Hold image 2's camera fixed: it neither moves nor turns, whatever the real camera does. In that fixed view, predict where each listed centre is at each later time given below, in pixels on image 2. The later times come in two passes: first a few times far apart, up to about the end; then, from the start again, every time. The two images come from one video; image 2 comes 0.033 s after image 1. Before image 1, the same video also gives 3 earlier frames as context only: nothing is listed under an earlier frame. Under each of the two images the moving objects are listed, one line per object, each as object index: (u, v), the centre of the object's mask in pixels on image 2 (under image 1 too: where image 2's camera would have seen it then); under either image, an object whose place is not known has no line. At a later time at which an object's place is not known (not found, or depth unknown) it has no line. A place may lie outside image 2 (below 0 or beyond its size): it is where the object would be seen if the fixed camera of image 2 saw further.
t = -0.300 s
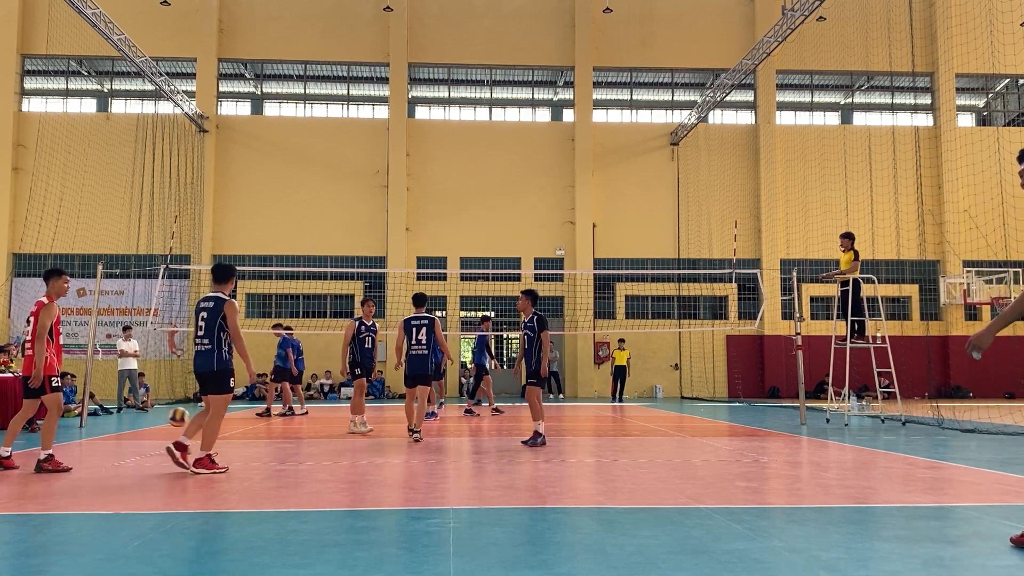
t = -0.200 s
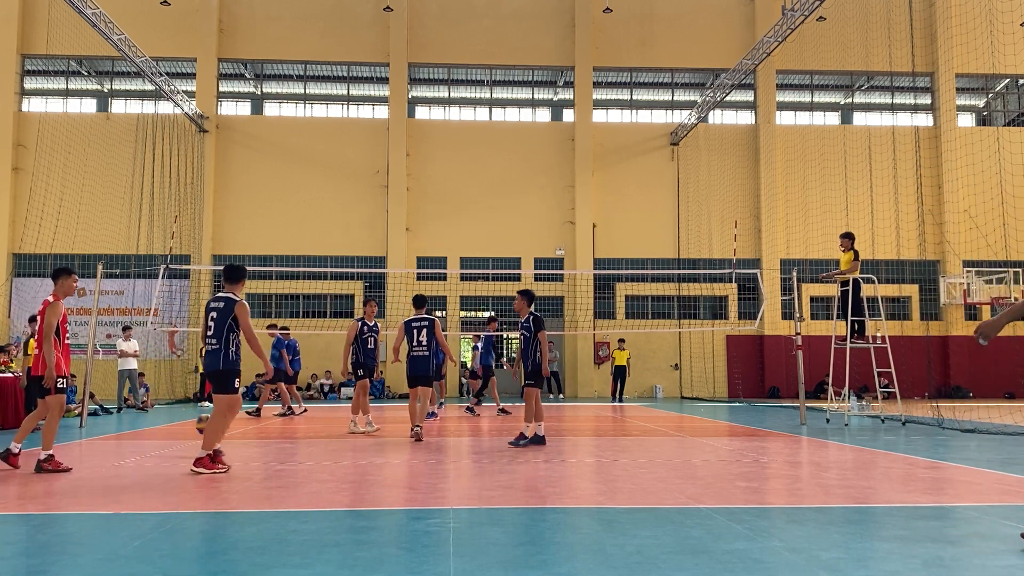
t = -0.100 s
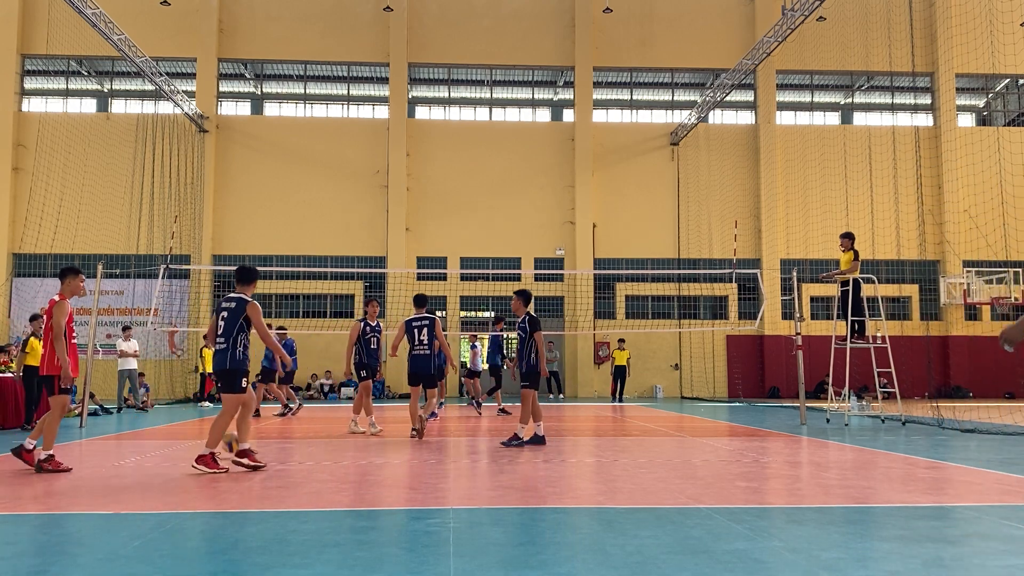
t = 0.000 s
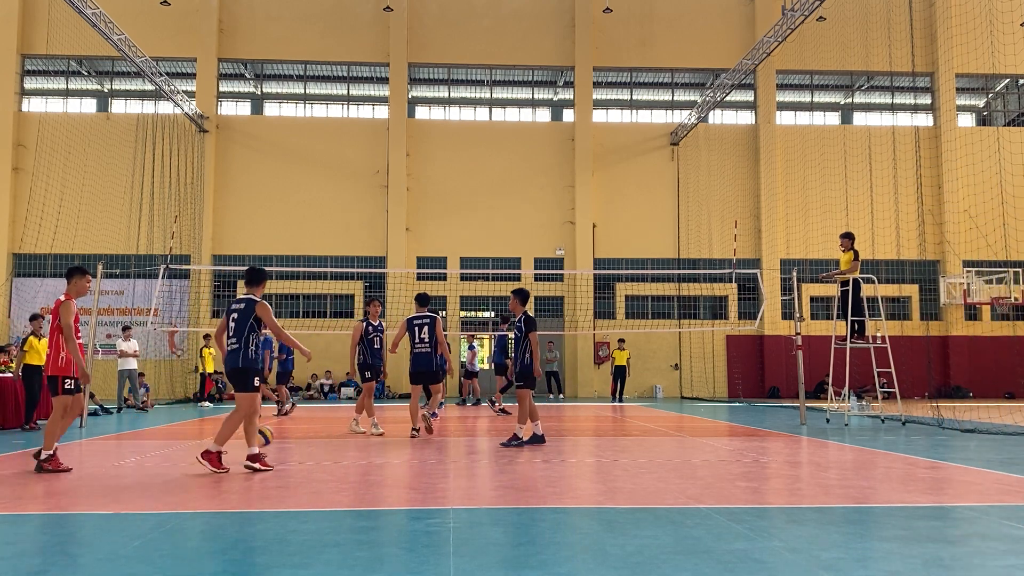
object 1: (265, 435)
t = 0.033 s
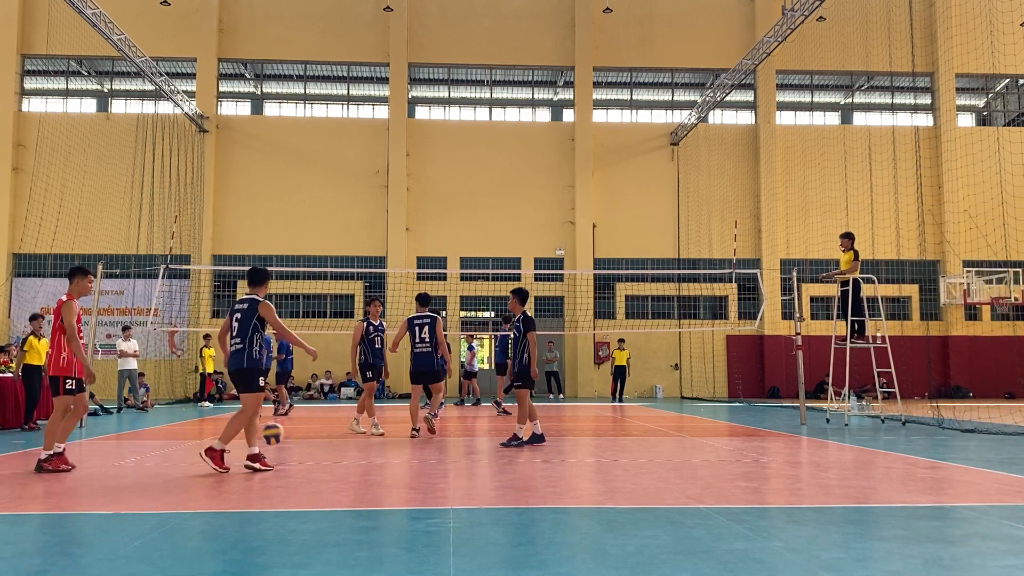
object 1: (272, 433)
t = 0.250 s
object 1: (344, 446)
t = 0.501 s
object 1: (441, 446)
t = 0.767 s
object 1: (566, 462)
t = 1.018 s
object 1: (708, 483)
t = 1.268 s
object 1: (887, 508)
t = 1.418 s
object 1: (1009, 505)
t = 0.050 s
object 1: (278, 433)
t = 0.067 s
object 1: (282, 432)
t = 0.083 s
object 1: (289, 432)
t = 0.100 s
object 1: (294, 431)
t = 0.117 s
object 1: (299, 431)
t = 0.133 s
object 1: (305, 432)
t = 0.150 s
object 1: (311, 433)
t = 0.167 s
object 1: (316, 434)
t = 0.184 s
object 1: (321, 436)
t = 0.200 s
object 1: (327, 438)
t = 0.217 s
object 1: (333, 440)
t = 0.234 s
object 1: (337, 443)
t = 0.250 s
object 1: (344, 446)
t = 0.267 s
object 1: (350, 450)
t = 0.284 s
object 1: (356, 453)
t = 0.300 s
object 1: (362, 458)
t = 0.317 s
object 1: (369, 457)
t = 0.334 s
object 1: (374, 454)
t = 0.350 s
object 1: (380, 452)
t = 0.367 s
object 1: (387, 450)
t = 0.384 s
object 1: (394, 448)
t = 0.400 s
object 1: (401, 447)
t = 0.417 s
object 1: (407, 445)
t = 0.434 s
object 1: (414, 445)
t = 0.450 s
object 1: (421, 445)
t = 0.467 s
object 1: (426, 445)
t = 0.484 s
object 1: (435, 445)
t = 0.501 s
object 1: (441, 446)
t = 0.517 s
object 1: (449, 446)
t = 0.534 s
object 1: (456, 449)
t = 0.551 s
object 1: (463, 450)
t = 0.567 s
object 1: (471, 453)
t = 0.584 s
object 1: (479, 456)
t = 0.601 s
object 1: (484, 459)
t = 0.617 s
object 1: (493, 463)
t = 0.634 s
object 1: (500, 467)
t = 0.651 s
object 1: (509, 471)
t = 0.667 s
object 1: (517, 470)
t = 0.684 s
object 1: (525, 468)
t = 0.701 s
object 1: (533, 466)
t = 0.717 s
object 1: (541, 464)
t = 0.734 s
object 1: (549, 462)
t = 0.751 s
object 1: (558, 461)
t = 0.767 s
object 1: (566, 462)
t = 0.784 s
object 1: (575, 460)
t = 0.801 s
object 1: (584, 461)
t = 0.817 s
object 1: (593, 462)
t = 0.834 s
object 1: (601, 463)
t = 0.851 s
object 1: (611, 465)
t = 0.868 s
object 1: (619, 467)
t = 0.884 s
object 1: (629, 469)
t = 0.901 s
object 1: (639, 473)
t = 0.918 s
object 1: (648, 476)
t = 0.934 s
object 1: (658, 479)
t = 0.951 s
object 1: (668, 485)
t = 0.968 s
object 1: (677, 490)
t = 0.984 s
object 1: (689, 487)
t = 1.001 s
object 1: (699, 485)
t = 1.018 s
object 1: (708, 483)
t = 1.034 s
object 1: (720, 481)
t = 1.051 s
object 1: (731, 481)
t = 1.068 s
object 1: (741, 479)
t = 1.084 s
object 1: (753, 479)
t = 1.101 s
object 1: (764, 480)
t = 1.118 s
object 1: (775, 480)
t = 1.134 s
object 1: (788, 482)
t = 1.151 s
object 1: (799, 484)
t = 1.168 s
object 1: (811, 486)
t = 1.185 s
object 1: (822, 489)
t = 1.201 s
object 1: (835, 492)
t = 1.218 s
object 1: (847, 496)
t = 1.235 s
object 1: (861, 501)
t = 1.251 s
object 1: (873, 507)
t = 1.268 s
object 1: (887, 508)
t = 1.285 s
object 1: (901, 505)
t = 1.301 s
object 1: (914, 503)
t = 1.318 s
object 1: (927, 502)
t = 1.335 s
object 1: (941, 501)
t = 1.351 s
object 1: (955, 501)
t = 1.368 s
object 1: (970, 501)
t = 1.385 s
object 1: (986, 502)
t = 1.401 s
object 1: (1000, 503)
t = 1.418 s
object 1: (1009, 505)
